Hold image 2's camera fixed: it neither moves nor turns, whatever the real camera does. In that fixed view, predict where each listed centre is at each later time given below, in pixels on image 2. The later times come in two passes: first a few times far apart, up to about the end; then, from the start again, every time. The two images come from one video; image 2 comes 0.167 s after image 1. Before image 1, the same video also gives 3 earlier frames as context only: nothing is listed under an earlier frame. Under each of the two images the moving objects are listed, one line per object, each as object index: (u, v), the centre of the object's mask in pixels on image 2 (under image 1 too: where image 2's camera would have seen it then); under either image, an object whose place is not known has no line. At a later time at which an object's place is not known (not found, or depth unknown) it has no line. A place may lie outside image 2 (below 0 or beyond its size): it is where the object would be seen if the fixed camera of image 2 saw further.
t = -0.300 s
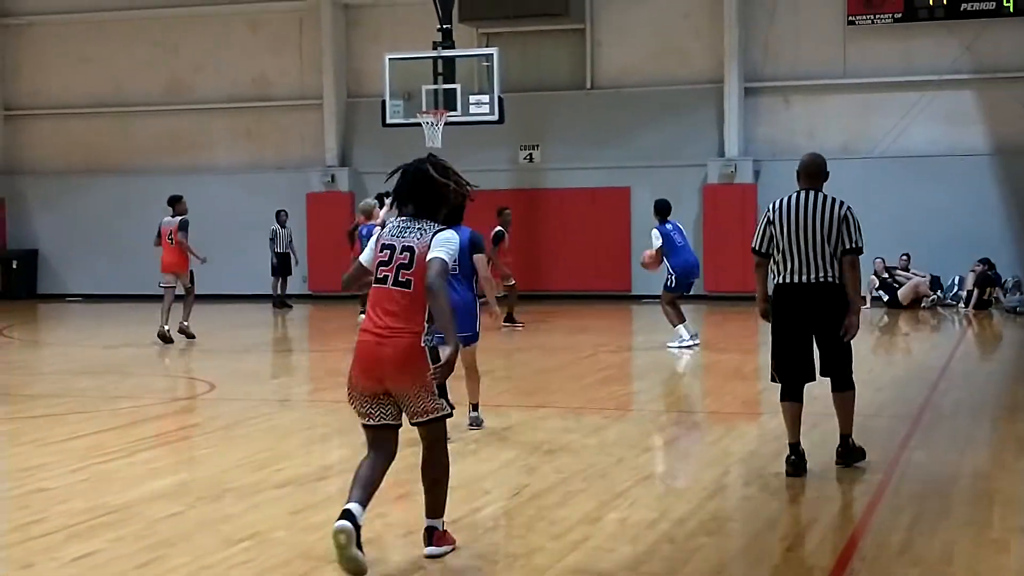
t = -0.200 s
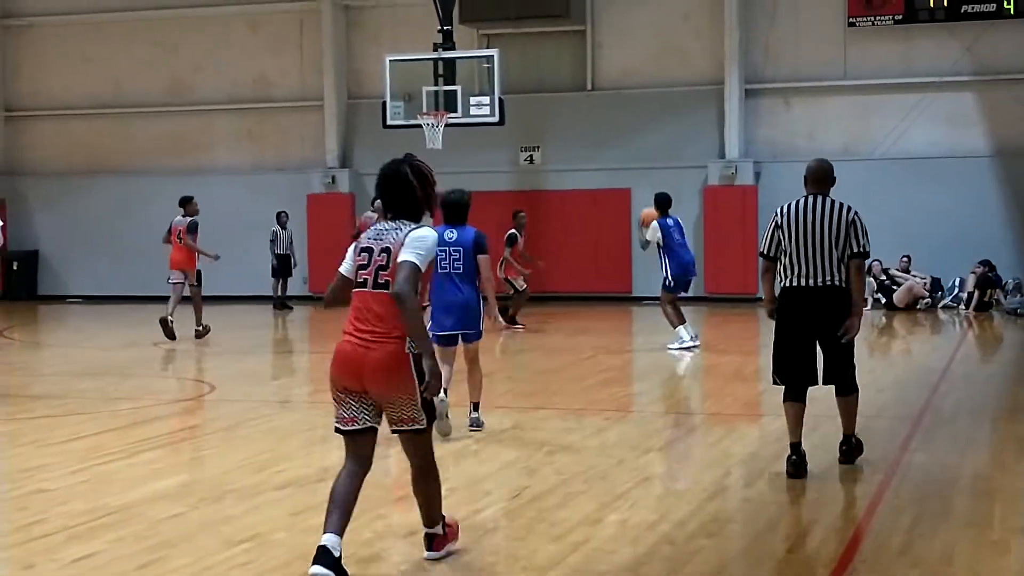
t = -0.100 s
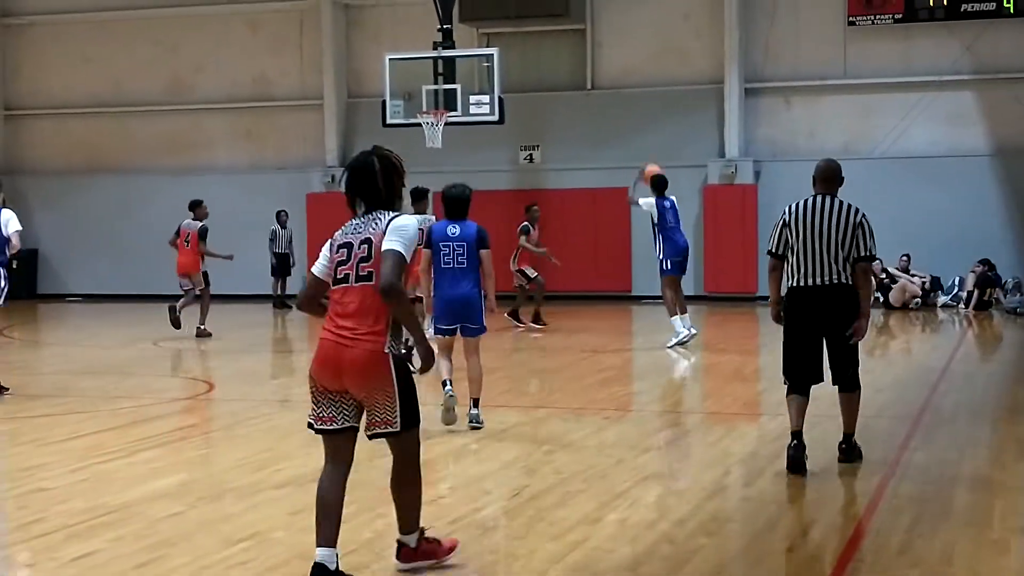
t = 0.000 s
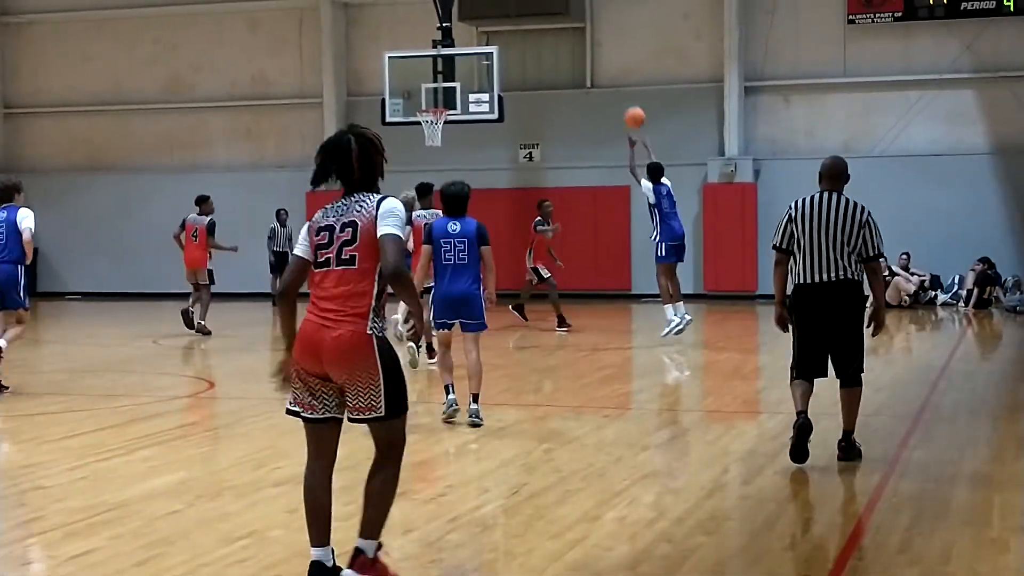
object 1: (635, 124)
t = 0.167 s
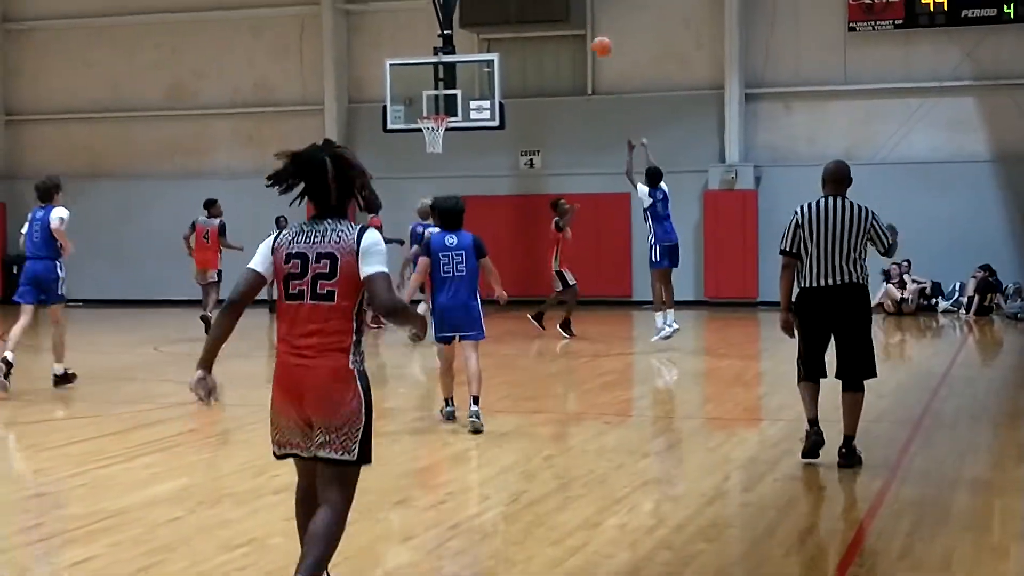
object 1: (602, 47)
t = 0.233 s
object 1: (588, 23)
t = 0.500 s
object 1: (543, -26)
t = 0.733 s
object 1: (507, -29)
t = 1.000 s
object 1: (473, 18)
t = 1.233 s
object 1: (447, 94)
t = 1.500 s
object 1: (423, 153)
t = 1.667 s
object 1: (415, 190)
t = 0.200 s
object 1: (595, 34)
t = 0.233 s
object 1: (588, 23)
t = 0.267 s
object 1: (582, 14)
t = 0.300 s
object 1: (576, 4)
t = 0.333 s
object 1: (570, -3)
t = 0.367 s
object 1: (565, -9)
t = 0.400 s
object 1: (559, -14)
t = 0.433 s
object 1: (553, -18)
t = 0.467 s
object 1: (548, -22)
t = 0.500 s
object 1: (543, -26)
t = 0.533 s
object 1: (537, -29)
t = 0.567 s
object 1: (532, -31)
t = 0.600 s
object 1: (526, -32)
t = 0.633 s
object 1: (521, -33)
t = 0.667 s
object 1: (517, -33)
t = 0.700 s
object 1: (512, -31)
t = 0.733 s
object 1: (507, -29)
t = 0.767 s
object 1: (503, -26)
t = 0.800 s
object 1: (498, -21)
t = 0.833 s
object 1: (494, -17)
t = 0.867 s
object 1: (490, -11)
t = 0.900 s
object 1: (485, -5)
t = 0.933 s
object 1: (482, 2)
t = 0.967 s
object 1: (477, 10)
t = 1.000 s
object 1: (473, 18)
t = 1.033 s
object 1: (470, 26)
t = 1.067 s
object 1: (467, 36)
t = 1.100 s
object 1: (462, 46)
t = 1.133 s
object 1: (459, 57)
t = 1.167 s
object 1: (455, 70)
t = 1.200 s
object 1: (451, 81)
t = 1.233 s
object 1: (447, 94)
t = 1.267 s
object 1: (444, 108)
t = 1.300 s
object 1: (439, 117)
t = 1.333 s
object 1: (435, 124)
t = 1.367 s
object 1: (433, 134)
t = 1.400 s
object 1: (429, 139)
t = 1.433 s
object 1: (427, 147)
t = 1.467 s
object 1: (426, 147)
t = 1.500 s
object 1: (423, 153)
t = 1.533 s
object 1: (421, 159)
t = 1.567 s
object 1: (420, 165)
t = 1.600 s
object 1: (419, 173)
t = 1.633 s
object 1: (417, 181)
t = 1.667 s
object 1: (415, 190)
